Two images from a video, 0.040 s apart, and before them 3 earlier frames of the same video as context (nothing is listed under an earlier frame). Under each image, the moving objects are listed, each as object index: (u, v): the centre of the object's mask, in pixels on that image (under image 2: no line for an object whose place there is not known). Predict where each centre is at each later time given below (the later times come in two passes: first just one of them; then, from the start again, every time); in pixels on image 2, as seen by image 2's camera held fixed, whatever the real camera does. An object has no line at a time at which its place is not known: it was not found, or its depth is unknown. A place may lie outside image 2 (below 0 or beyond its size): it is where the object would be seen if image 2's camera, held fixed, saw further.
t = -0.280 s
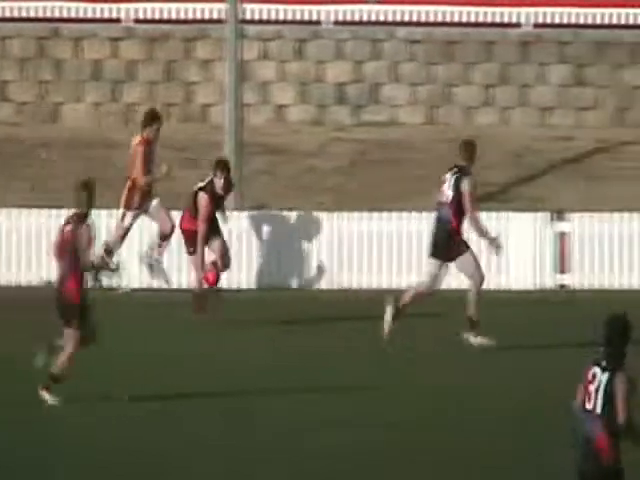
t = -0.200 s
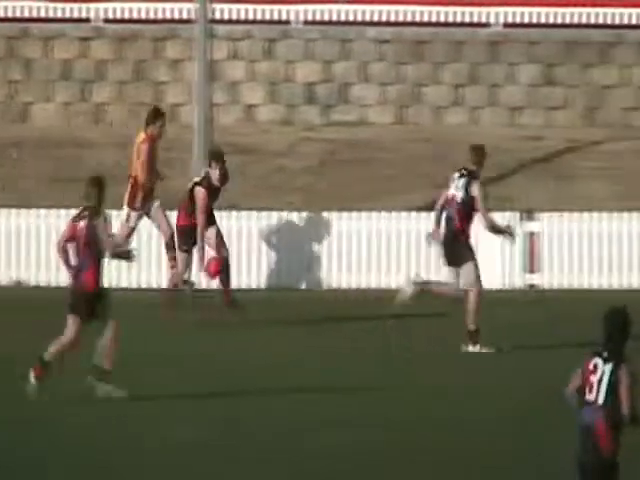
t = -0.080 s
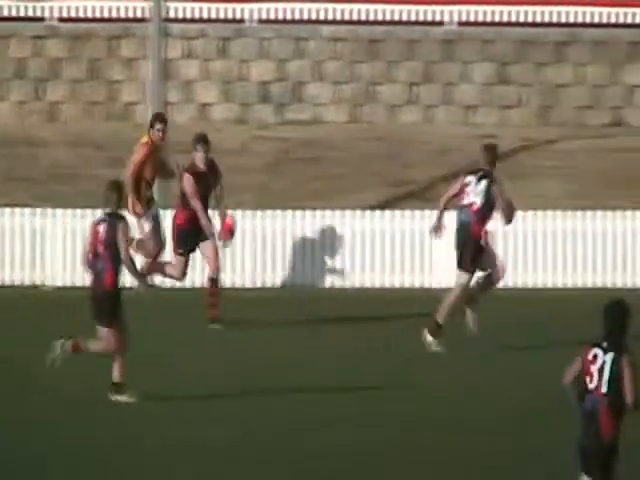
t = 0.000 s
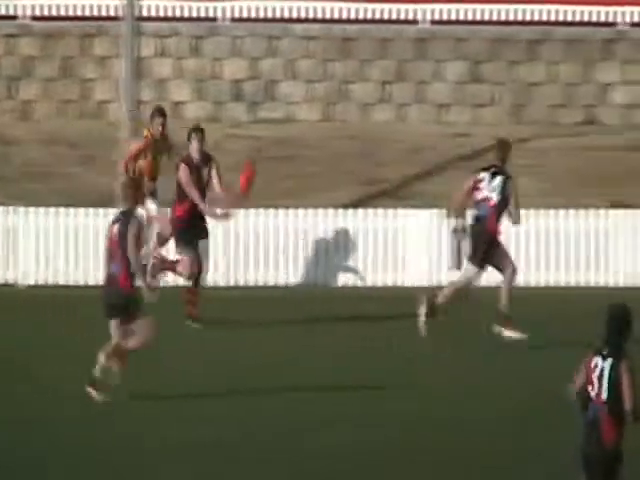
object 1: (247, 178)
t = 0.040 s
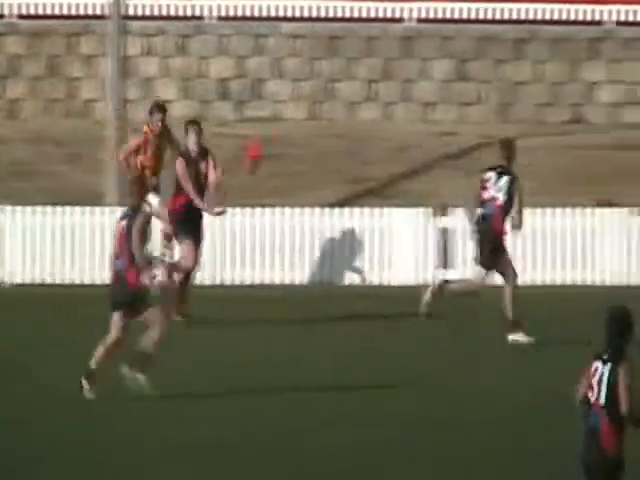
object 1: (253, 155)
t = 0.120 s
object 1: (298, 112)
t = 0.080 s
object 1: (277, 132)
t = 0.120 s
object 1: (298, 112)
